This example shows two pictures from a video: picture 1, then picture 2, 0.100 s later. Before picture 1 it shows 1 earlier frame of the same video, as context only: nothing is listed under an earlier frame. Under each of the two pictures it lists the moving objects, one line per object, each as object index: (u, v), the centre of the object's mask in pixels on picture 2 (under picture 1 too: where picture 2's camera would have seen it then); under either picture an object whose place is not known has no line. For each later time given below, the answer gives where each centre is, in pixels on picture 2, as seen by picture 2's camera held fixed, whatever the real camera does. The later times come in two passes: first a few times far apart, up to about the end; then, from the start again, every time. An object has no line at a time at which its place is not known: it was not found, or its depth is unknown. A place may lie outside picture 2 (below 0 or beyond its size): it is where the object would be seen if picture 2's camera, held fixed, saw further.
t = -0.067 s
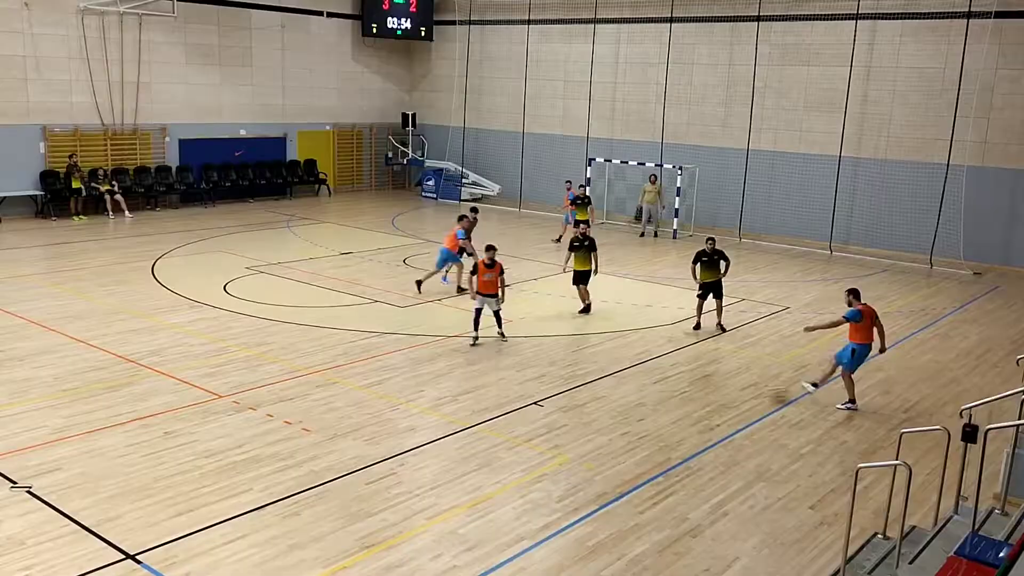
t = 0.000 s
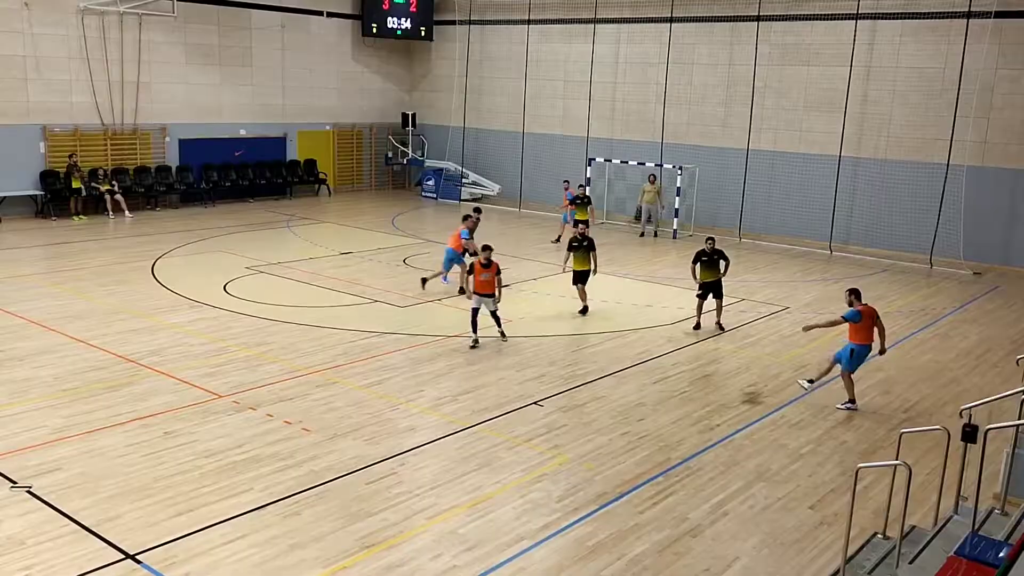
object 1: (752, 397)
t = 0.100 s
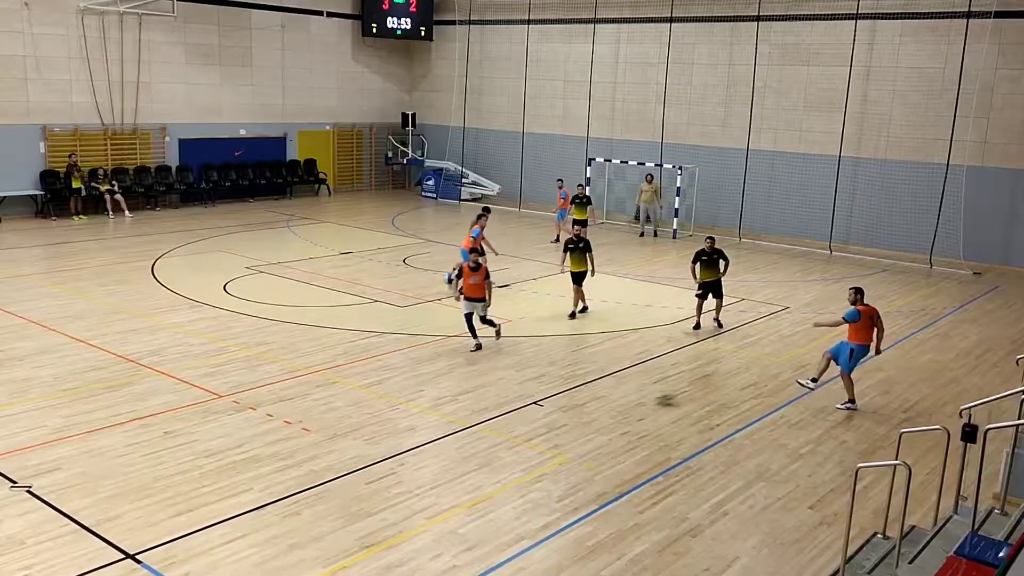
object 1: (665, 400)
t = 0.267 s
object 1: (532, 402)
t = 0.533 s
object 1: (327, 410)
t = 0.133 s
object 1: (638, 400)
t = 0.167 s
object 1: (613, 402)
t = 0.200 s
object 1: (586, 402)
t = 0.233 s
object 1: (558, 402)
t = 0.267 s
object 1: (532, 402)
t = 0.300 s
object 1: (506, 404)
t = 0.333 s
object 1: (480, 405)
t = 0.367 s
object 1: (455, 405)
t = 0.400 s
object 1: (430, 406)
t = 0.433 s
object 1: (405, 407)
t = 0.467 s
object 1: (376, 408)
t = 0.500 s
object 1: (351, 409)
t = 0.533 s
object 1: (327, 410)
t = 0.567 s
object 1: (303, 411)
